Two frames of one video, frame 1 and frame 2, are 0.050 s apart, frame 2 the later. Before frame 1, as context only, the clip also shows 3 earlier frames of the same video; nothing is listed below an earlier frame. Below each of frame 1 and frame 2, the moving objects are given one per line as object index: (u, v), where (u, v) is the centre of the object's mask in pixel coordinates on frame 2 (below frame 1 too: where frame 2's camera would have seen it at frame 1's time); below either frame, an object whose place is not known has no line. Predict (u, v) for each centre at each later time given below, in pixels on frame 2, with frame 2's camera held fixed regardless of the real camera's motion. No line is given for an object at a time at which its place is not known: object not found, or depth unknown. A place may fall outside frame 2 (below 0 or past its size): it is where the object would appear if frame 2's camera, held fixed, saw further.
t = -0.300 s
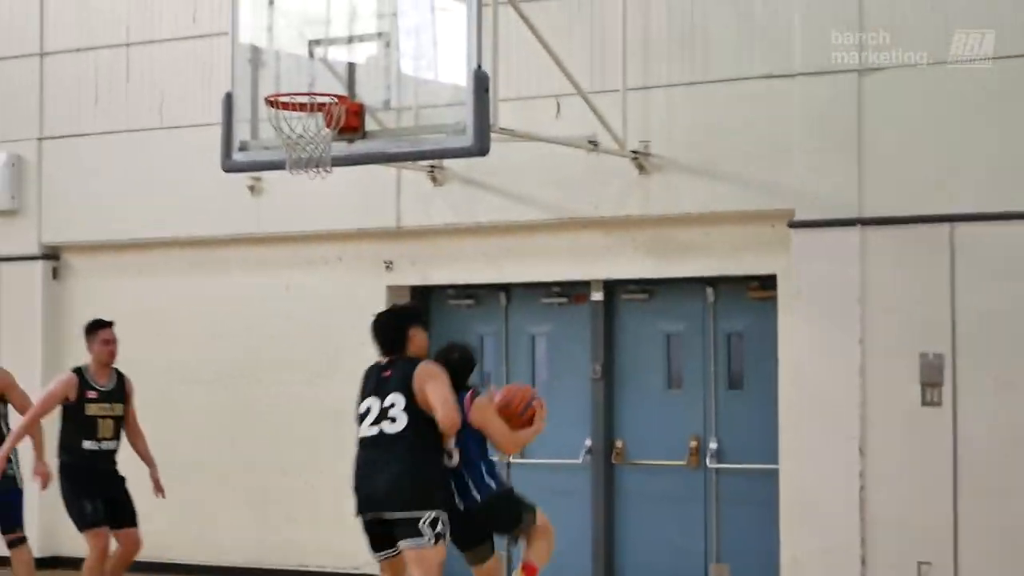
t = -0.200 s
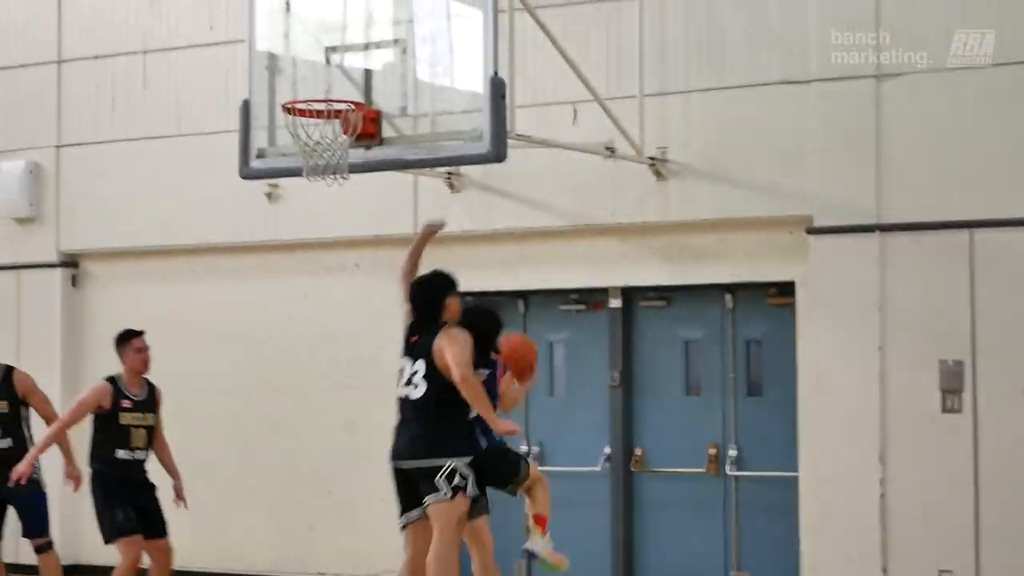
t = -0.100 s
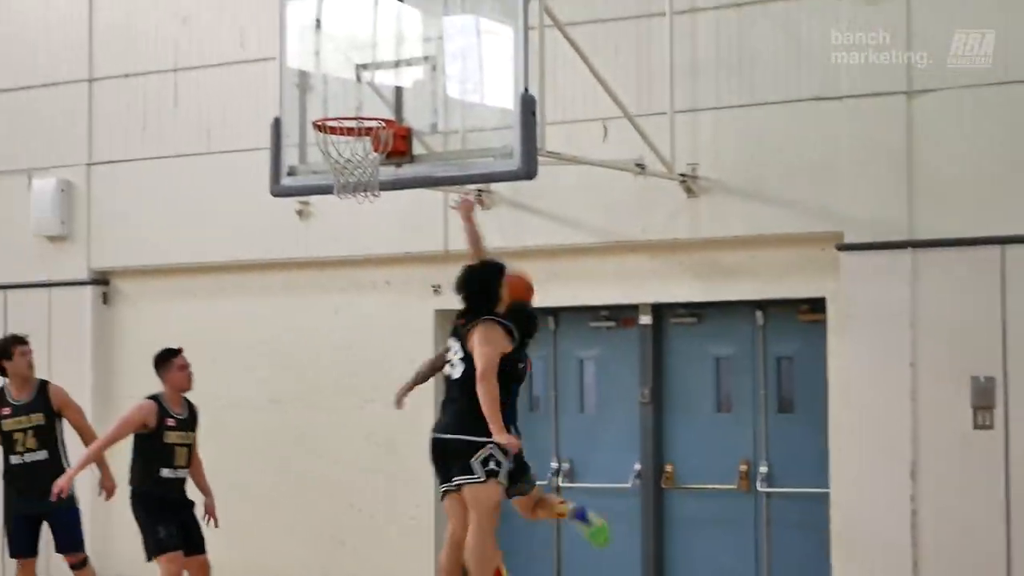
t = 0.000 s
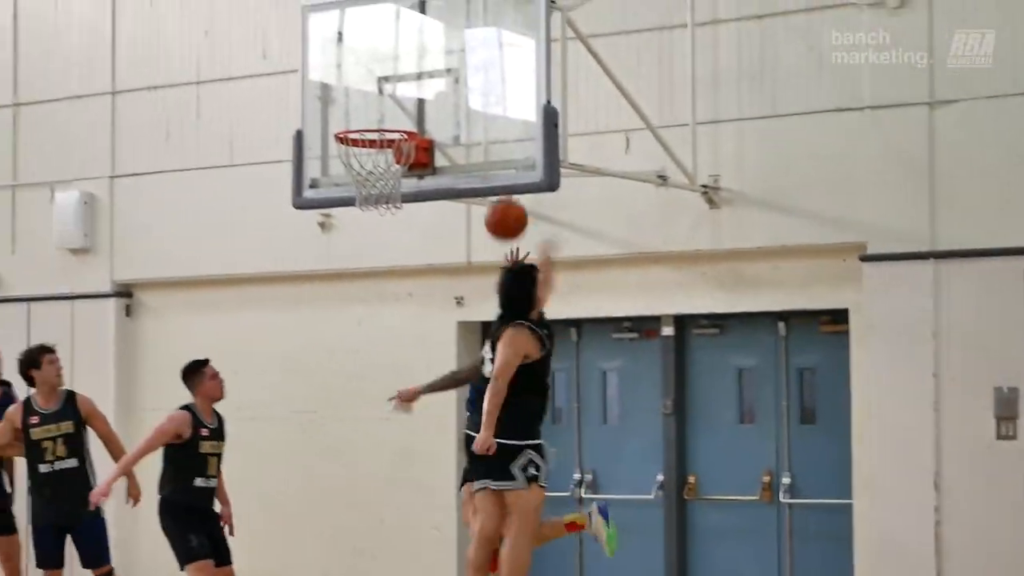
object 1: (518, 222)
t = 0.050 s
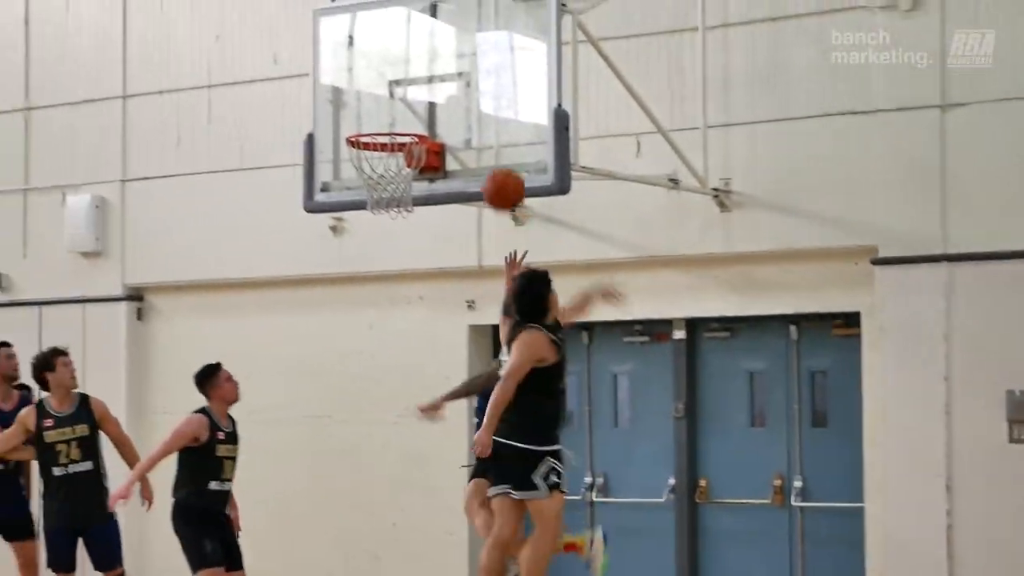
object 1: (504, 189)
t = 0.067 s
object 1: (500, 181)
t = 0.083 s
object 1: (495, 169)
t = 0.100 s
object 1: (490, 161)
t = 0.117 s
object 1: (486, 153)
